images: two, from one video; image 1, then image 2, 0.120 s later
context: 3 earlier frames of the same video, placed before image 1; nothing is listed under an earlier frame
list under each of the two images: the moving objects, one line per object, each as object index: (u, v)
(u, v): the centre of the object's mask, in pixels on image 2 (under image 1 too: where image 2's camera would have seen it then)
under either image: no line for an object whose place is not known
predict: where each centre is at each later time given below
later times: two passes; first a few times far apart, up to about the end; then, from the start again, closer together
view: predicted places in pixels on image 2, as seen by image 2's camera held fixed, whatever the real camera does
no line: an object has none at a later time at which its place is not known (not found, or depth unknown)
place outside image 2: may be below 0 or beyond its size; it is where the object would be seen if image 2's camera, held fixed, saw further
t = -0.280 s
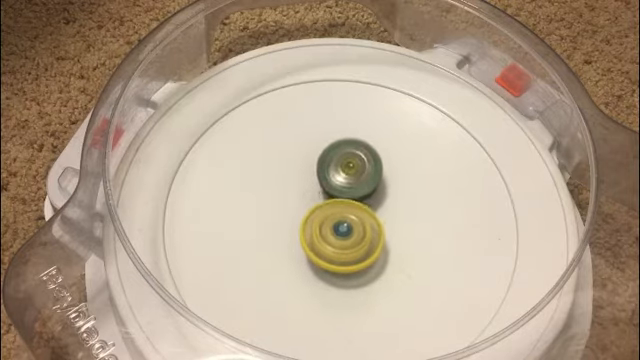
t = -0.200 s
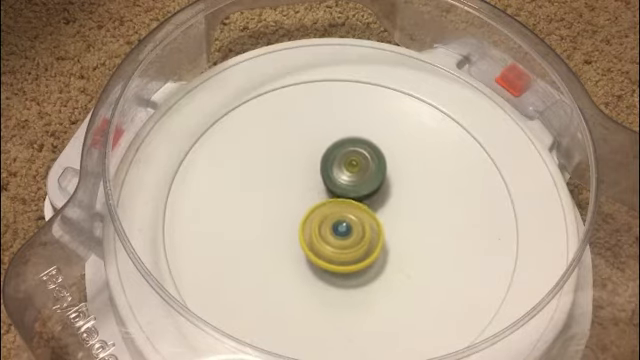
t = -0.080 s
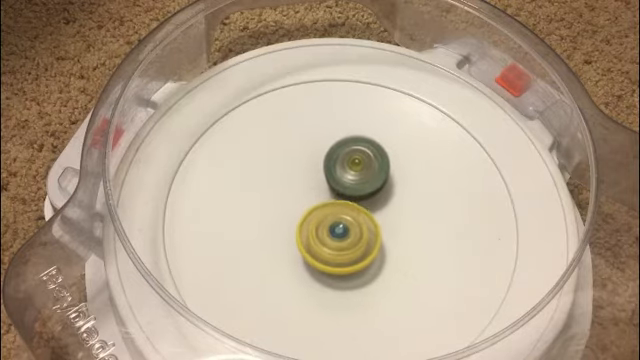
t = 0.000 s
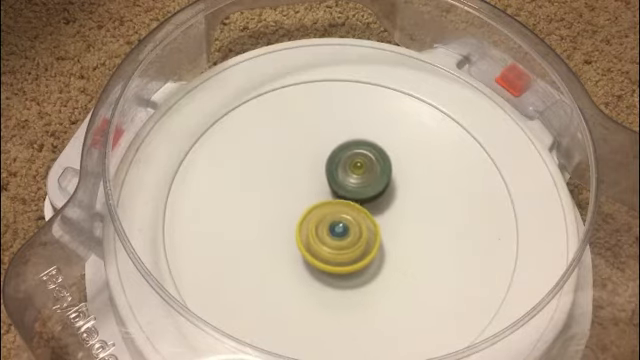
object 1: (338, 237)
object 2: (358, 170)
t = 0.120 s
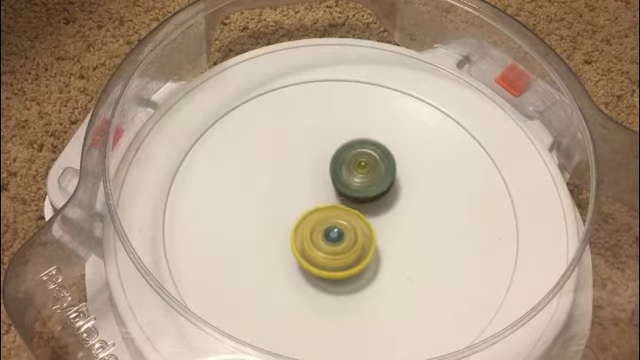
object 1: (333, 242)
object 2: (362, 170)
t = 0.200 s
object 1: (333, 242)
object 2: (364, 173)
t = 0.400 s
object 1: (324, 244)
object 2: (366, 182)
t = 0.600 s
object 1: (314, 244)
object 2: (373, 182)
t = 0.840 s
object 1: (304, 235)
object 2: (375, 189)
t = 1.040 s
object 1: (304, 226)
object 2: (375, 196)
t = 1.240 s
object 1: (307, 216)
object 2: (381, 200)
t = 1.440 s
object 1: (310, 208)
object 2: (390, 204)
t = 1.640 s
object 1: (312, 203)
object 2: (390, 208)
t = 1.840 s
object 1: (306, 197)
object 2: (398, 215)
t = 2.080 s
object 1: (290, 188)
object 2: (402, 225)
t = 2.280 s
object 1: (302, 192)
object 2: (375, 217)
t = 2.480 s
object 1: (299, 188)
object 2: (380, 227)
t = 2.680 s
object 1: (304, 190)
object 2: (379, 232)
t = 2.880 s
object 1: (301, 187)
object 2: (383, 243)
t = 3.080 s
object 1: (307, 193)
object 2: (369, 237)
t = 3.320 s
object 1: (306, 189)
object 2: (369, 234)
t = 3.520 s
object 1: (308, 187)
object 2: (371, 233)
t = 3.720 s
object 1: (312, 186)
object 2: (371, 232)
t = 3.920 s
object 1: (315, 185)
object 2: (375, 234)
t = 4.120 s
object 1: (317, 187)
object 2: (376, 236)
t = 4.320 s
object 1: (317, 186)
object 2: (374, 238)
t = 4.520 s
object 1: (316, 185)
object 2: (371, 240)
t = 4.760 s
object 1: (320, 185)
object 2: (366, 241)
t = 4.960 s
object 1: (319, 176)
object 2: (365, 249)
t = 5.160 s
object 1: (327, 172)
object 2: (355, 244)
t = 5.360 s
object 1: (333, 174)
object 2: (352, 241)
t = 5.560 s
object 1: (339, 175)
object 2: (347, 245)
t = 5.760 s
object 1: (342, 178)
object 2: (343, 248)
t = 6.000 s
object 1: (345, 178)
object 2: (340, 247)
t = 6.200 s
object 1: (345, 176)
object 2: (338, 248)
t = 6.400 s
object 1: (350, 171)
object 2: (338, 248)
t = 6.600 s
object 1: (356, 170)
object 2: (335, 248)
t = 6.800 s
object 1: (357, 176)
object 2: (334, 241)
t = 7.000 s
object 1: (361, 174)
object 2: (324, 245)
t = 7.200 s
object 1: (359, 176)
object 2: (324, 238)
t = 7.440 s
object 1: (359, 176)
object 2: (324, 236)
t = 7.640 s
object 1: (360, 174)
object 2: (318, 238)
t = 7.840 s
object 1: (362, 175)
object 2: (318, 237)
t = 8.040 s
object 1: (363, 177)
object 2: (321, 237)
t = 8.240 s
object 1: (366, 178)
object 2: (320, 238)
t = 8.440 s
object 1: (366, 181)
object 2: (320, 235)
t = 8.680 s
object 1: (366, 183)
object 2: (317, 233)
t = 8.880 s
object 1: (368, 182)
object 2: (314, 231)
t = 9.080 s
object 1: (371, 182)
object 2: (313, 230)
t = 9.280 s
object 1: (369, 182)
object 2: (315, 228)
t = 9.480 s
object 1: (373, 183)
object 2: (311, 229)
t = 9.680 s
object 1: (372, 185)
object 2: (311, 228)
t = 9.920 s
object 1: (368, 188)
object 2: (308, 228)
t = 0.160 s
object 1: (333, 242)
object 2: (364, 171)
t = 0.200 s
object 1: (333, 242)
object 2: (364, 173)
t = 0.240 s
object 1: (332, 241)
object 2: (363, 176)
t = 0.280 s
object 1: (332, 240)
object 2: (363, 178)
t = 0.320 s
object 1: (329, 243)
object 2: (364, 179)
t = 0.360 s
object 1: (326, 245)
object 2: (366, 179)
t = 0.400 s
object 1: (324, 244)
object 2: (366, 182)
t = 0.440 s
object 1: (324, 242)
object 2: (365, 183)
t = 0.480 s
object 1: (323, 241)
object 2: (365, 185)
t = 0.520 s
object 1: (318, 244)
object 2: (368, 183)
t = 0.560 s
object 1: (315, 244)
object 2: (371, 182)
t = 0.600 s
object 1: (314, 244)
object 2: (373, 182)
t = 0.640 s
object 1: (313, 243)
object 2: (373, 182)
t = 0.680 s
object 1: (313, 242)
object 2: (373, 184)
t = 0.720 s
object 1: (313, 241)
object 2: (372, 186)
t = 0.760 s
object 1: (313, 237)
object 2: (369, 190)
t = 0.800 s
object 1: (306, 236)
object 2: (373, 190)
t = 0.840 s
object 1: (304, 235)
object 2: (375, 189)
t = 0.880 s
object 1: (304, 234)
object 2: (376, 190)
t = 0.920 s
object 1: (304, 233)
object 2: (377, 190)
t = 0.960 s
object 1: (306, 229)
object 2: (375, 193)
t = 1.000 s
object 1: (306, 227)
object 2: (373, 195)
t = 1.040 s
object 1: (304, 226)
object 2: (375, 196)
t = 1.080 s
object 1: (304, 224)
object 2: (377, 197)
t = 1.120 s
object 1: (305, 222)
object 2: (378, 198)
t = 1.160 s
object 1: (306, 220)
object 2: (378, 199)
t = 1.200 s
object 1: (306, 218)
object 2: (380, 200)
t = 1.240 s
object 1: (307, 216)
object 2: (381, 200)
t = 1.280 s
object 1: (306, 215)
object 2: (384, 201)
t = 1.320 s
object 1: (304, 213)
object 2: (389, 202)
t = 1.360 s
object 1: (306, 211)
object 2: (392, 202)
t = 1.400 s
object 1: (307, 209)
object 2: (392, 203)
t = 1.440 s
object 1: (310, 208)
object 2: (390, 204)
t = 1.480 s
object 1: (311, 207)
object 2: (389, 204)
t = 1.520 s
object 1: (309, 205)
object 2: (392, 205)
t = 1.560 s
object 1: (310, 204)
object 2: (392, 207)
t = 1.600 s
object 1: (312, 204)
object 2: (390, 207)
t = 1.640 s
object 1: (312, 203)
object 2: (390, 208)
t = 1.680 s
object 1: (309, 201)
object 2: (393, 209)
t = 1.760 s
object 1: (312, 201)
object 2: (392, 211)
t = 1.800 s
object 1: (313, 201)
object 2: (389, 211)
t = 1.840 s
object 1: (306, 197)
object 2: (398, 215)
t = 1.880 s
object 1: (296, 192)
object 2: (407, 219)
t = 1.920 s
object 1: (290, 189)
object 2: (413, 222)
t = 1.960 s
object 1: (286, 187)
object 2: (416, 225)
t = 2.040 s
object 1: (288, 188)
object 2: (407, 225)
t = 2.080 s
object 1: (290, 188)
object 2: (402, 225)
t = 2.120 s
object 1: (292, 189)
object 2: (396, 223)
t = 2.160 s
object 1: (294, 189)
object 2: (391, 222)
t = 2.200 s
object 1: (297, 190)
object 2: (385, 220)
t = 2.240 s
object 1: (300, 191)
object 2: (379, 218)
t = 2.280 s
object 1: (302, 192)
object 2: (375, 217)
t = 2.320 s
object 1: (297, 188)
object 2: (380, 221)
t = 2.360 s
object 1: (295, 185)
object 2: (384, 225)
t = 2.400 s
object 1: (295, 185)
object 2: (383, 226)
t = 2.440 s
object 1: (297, 186)
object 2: (382, 227)
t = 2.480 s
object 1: (299, 188)
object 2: (380, 227)
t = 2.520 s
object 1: (301, 189)
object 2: (377, 227)
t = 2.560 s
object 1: (306, 192)
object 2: (373, 226)
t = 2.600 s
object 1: (304, 190)
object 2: (376, 229)
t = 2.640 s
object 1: (303, 189)
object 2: (379, 231)
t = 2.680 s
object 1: (304, 190)
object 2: (379, 232)
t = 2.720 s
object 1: (305, 191)
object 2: (378, 233)
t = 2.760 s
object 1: (308, 193)
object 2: (375, 233)
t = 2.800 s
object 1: (306, 192)
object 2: (377, 236)
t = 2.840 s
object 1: (302, 188)
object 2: (381, 241)
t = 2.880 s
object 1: (301, 187)
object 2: (383, 243)
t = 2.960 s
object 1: (302, 189)
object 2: (379, 243)
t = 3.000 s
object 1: (304, 190)
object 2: (376, 242)
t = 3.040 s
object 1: (305, 192)
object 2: (373, 239)
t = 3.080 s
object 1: (307, 193)
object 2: (369, 237)
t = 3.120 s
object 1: (307, 192)
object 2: (369, 236)
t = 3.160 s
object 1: (306, 190)
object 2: (368, 235)
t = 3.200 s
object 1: (306, 190)
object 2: (368, 235)
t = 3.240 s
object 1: (305, 189)
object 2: (369, 235)
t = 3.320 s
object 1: (306, 189)
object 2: (369, 234)
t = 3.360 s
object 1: (306, 188)
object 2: (371, 234)
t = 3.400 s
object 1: (306, 187)
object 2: (372, 235)
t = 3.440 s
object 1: (307, 187)
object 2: (372, 235)
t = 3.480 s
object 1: (308, 187)
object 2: (372, 234)
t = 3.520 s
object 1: (308, 187)
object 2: (371, 233)
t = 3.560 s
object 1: (308, 185)
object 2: (372, 233)
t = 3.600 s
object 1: (308, 184)
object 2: (373, 234)
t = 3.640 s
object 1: (309, 184)
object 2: (373, 234)
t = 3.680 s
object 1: (310, 185)
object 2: (372, 233)
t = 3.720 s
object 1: (312, 186)
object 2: (371, 232)
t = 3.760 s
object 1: (312, 185)
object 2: (373, 232)
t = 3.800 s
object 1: (313, 185)
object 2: (373, 233)
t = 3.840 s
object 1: (315, 185)
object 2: (373, 232)
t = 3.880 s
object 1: (314, 185)
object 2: (375, 234)
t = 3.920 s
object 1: (315, 185)
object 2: (375, 234)
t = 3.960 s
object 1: (317, 187)
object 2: (375, 234)
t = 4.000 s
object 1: (316, 186)
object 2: (376, 235)
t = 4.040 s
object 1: (316, 185)
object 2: (376, 236)
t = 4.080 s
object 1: (316, 185)
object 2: (376, 236)
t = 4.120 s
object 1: (317, 187)
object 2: (376, 236)
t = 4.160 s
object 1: (317, 187)
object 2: (375, 236)
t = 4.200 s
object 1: (316, 185)
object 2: (376, 238)
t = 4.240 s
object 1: (316, 184)
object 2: (376, 238)
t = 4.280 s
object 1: (316, 185)
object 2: (376, 239)
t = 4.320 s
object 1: (317, 186)
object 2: (374, 238)
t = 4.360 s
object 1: (317, 187)
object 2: (372, 237)
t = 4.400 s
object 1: (316, 184)
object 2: (373, 239)
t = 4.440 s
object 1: (316, 184)
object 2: (373, 240)
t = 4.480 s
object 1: (316, 184)
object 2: (372, 240)
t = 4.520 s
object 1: (316, 185)
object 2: (371, 240)
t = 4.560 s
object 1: (316, 186)
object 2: (369, 239)
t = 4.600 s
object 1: (317, 185)
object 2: (368, 240)
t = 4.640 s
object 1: (318, 185)
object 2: (367, 240)
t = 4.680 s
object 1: (318, 185)
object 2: (367, 240)
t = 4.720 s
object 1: (319, 184)
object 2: (367, 241)
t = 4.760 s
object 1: (320, 185)
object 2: (366, 241)
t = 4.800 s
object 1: (317, 178)
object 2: (369, 248)
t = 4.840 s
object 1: (317, 176)
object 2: (369, 250)
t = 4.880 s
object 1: (318, 176)
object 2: (368, 250)
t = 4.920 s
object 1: (318, 176)
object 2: (367, 250)
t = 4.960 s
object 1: (319, 176)
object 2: (365, 249)
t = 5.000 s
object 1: (323, 178)
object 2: (358, 241)
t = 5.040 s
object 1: (324, 176)
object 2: (357, 241)
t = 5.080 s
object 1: (324, 172)
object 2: (357, 244)
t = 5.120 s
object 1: (325, 171)
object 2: (356, 244)
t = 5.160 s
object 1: (327, 172)
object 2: (355, 244)
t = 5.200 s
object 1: (328, 173)
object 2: (354, 243)
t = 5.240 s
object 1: (329, 174)
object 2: (354, 241)
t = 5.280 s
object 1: (331, 174)
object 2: (353, 240)
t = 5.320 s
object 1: (332, 172)
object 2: (352, 241)
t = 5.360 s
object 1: (333, 174)
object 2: (352, 241)
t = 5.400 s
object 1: (335, 174)
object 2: (350, 242)
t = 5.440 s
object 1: (336, 175)
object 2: (349, 242)
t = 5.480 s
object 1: (337, 174)
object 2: (348, 244)
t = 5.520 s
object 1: (339, 174)
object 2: (348, 245)
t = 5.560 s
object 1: (339, 175)
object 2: (347, 245)
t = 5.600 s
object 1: (340, 176)
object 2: (346, 246)
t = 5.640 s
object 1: (342, 174)
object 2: (345, 249)
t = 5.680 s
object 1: (342, 175)
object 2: (344, 250)
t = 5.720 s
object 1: (342, 176)
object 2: (344, 249)
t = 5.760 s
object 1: (342, 178)
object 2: (343, 248)
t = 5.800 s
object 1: (343, 178)
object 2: (343, 248)
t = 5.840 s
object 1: (344, 176)
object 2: (342, 249)
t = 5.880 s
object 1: (344, 177)
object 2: (341, 250)
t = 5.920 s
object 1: (344, 178)
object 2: (341, 249)
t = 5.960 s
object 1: (343, 179)
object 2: (341, 247)
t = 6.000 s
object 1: (345, 178)
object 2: (340, 247)
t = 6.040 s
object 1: (344, 179)
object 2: (340, 246)
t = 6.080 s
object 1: (345, 177)
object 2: (339, 248)
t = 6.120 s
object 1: (345, 176)
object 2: (338, 249)
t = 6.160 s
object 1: (345, 176)
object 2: (338, 249)
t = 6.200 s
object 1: (345, 176)
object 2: (338, 248)
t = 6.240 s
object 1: (345, 176)
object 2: (339, 246)
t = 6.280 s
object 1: (345, 177)
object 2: (340, 244)
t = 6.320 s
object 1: (347, 176)
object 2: (339, 245)
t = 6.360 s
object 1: (348, 172)
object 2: (338, 248)
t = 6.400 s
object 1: (350, 171)
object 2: (338, 248)
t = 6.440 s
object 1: (350, 172)
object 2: (338, 247)
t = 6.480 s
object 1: (350, 173)
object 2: (338, 246)
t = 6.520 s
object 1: (350, 175)
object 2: (339, 244)
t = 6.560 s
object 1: (351, 176)
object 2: (339, 243)
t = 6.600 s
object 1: (356, 170)
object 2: (335, 248)
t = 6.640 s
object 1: (356, 171)
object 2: (334, 248)
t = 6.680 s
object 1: (356, 173)
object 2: (333, 247)
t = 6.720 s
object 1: (356, 174)
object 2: (334, 245)
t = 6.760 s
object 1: (355, 176)
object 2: (334, 243)
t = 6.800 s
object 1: (357, 176)
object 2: (334, 241)
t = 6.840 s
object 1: (358, 176)
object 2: (333, 242)
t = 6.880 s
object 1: (357, 177)
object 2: (332, 241)
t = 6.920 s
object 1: (356, 178)
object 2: (331, 241)
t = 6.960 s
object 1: (358, 177)
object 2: (330, 241)
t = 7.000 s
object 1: (361, 174)
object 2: (324, 245)
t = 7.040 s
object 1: (360, 175)
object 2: (323, 245)
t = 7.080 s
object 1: (359, 176)
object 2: (323, 244)
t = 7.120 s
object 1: (358, 176)
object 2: (323, 242)
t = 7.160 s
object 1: (357, 178)
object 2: (324, 240)
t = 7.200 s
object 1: (359, 176)
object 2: (324, 238)
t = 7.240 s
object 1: (361, 174)
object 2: (322, 241)
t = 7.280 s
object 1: (361, 175)
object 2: (321, 242)
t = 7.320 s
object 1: (360, 175)
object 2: (321, 241)
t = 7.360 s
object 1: (359, 176)
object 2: (321, 239)
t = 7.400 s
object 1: (358, 176)
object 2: (324, 236)
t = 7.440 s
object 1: (359, 176)
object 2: (324, 236)
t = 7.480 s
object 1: (359, 177)
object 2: (324, 236)
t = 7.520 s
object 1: (358, 177)
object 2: (323, 236)
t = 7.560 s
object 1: (358, 177)
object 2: (323, 236)
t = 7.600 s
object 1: (360, 175)
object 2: (319, 237)
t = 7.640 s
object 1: (360, 174)
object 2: (318, 238)
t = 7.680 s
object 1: (360, 175)
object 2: (317, 238)
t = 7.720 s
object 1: (359, 176)
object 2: (317, 238)
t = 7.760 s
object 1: (358, 177)
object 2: (319, 236)
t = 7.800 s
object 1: (360, 176)
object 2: (319, 236)
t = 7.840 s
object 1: (362, 175)
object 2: (318, 237)
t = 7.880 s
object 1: (363, 176)
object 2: (318, 238)
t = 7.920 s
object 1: (362, 177)
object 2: (318, 237)
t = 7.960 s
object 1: (360, 178)
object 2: (319, 237)
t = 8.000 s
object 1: (361, 178)
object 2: (321, 236)
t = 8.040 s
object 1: (363, 177)
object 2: (321, 237)
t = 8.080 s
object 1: (364, 177)
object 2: (321, 237)
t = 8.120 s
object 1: (363, 178)
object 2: (321, 237)
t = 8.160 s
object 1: (362, 179)
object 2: (322, 236)
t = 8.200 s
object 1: (366, 178)
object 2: (320, 238)
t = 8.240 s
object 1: (366, 178)
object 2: (320, 238)
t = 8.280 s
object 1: (366, 179)
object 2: (320, 237)
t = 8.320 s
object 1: (365, 181)
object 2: (321, 236)
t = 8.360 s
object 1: (365, 180)
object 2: (321, 235)
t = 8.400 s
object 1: (366, 181)
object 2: (320, 235)
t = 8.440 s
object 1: (366, 181)
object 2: (320, 235)
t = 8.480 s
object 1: (369, 179)
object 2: (316, 238)
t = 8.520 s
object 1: (371, 179)
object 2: (313, 239)
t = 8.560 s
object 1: (371, 179)
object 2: (313, 239)
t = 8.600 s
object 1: (368, 181)
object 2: (314, 236)
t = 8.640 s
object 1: (367, 182)
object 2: (315, 234)
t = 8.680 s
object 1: (366, 183)
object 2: (317, 233)
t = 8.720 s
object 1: (369, 181)
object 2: (315, 234)
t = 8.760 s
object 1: (372, 180)
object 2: (312, 235)
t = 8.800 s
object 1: (371, 181)
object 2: (311, 234)
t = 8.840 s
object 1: (370, 182)
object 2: (312, 232)
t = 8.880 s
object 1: (368, 182)
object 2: (314, 231)
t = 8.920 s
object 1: (368, 183)
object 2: (316, 230)
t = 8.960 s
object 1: (371, 181)
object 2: (314, 231)
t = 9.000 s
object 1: (374, 180)
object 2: (311, 232)
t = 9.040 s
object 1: (373, 181)
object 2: (311, 231)
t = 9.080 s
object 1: (371, 182)
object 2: (313, 230)
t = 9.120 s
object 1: (370, 182)
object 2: (315, 229)
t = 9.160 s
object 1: (369, 182)
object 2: (316, 228)
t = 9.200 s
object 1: (371, 181)
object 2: (313, 229)
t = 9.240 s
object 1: (370, 182)
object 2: (314, 228)
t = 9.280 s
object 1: (369, 182)
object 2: (315, 228)
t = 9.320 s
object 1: (370, 181)
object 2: (315, 228)
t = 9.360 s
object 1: (370, 182)
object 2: (315, 228)
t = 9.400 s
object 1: (371, 182)
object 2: (315, 228)
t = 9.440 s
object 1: (373, 182)
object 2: (312, 229)
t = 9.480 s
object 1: (373, 183)
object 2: (311, 229)
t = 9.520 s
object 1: (371, 184)
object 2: (312, 229)
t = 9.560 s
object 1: (369, 184)
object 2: (313, 228)
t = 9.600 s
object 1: (370, 184)
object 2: (314, 227)
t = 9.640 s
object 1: (372, 184)
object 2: (312, 228)
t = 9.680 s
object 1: (372, 185)
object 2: (311, 228)
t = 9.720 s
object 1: (371, 186)
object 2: (311, 228)
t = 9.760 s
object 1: (369, 187)
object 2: (311, 228)
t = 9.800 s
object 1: (372, 187)
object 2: (307, 230)
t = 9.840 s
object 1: (371, 187)
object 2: (306, 229)
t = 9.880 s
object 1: (369, 188)
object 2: (307, 228)
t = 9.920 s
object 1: (368, 188)
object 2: (308, 228)
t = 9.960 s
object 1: (370, 187)
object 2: (307, 228)
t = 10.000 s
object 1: (370, 188)
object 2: (308, 227)
